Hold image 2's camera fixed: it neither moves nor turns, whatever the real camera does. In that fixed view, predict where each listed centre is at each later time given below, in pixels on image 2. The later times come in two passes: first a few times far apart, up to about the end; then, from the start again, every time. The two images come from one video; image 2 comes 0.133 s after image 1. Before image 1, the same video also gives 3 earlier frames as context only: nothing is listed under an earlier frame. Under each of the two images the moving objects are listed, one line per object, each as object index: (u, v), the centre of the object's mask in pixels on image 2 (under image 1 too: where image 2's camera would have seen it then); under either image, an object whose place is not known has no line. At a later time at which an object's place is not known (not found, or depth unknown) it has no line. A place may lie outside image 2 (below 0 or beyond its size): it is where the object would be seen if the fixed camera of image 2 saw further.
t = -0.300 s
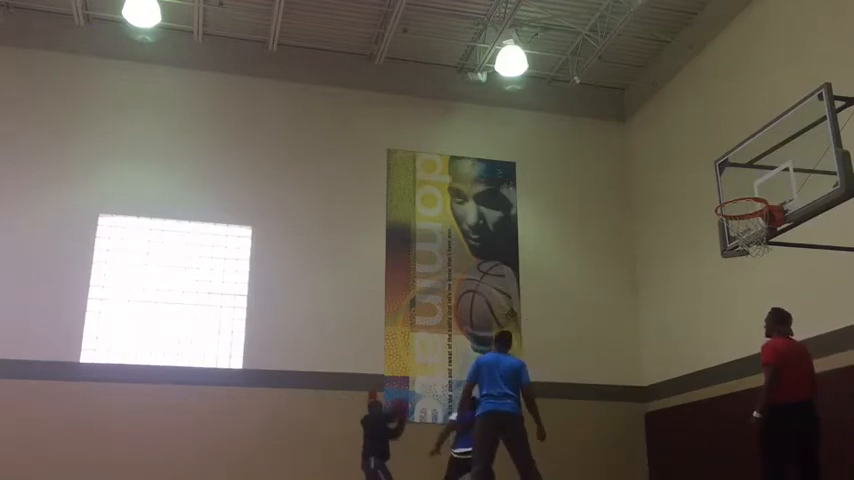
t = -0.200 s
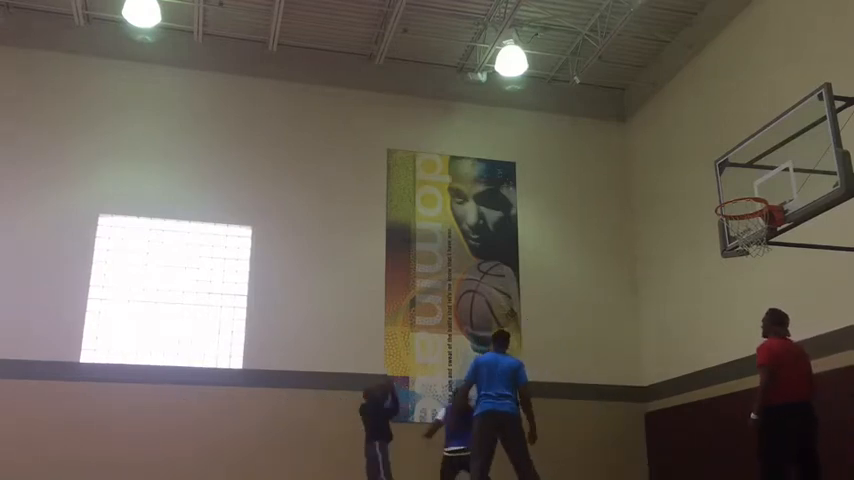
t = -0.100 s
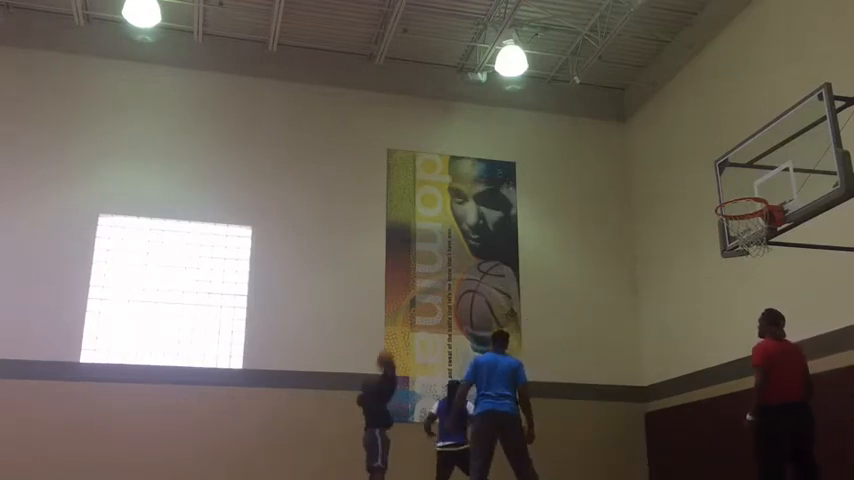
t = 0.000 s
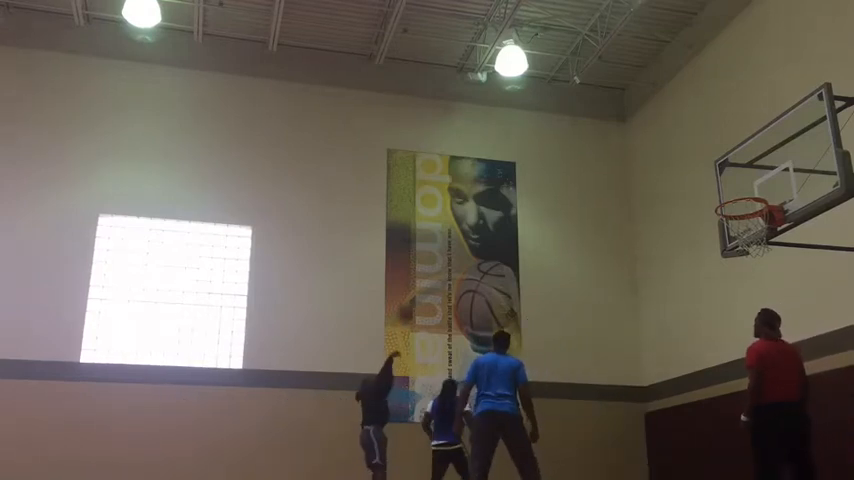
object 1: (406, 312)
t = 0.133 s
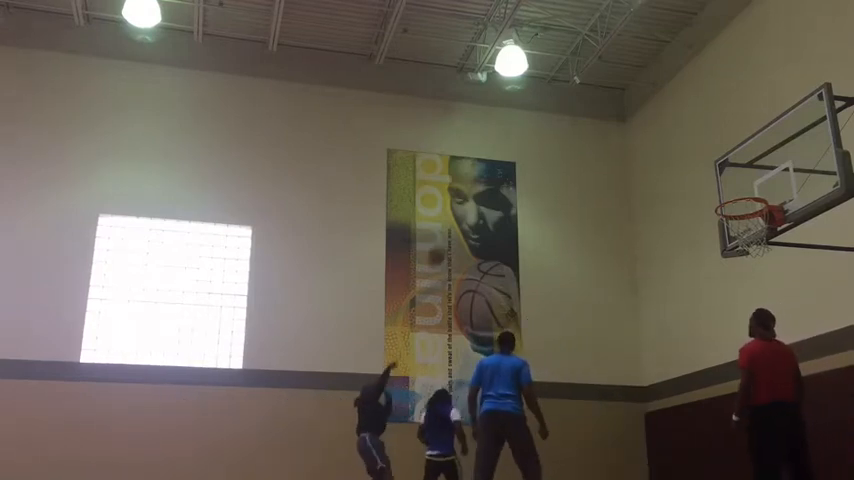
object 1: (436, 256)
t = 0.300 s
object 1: (476, 201)
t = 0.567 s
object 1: (545, 149)
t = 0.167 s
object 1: (444, 244)
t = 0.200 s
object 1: (451, 232)
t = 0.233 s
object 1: (457, 222)
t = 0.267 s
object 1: (468, 210)
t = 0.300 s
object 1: (476, 201)
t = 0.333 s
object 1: (487, 190)
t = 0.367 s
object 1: (491, 183)
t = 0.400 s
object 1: (504, 177)
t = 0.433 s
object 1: (510, 169)
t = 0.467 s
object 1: (520, 162)
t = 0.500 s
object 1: (528, 158)
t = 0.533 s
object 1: (537, 153)
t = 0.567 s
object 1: (545, 149)
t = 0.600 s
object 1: (555, 146)
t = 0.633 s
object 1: (565, 144)
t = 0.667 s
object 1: (575, 142)
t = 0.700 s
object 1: (585, 142)
